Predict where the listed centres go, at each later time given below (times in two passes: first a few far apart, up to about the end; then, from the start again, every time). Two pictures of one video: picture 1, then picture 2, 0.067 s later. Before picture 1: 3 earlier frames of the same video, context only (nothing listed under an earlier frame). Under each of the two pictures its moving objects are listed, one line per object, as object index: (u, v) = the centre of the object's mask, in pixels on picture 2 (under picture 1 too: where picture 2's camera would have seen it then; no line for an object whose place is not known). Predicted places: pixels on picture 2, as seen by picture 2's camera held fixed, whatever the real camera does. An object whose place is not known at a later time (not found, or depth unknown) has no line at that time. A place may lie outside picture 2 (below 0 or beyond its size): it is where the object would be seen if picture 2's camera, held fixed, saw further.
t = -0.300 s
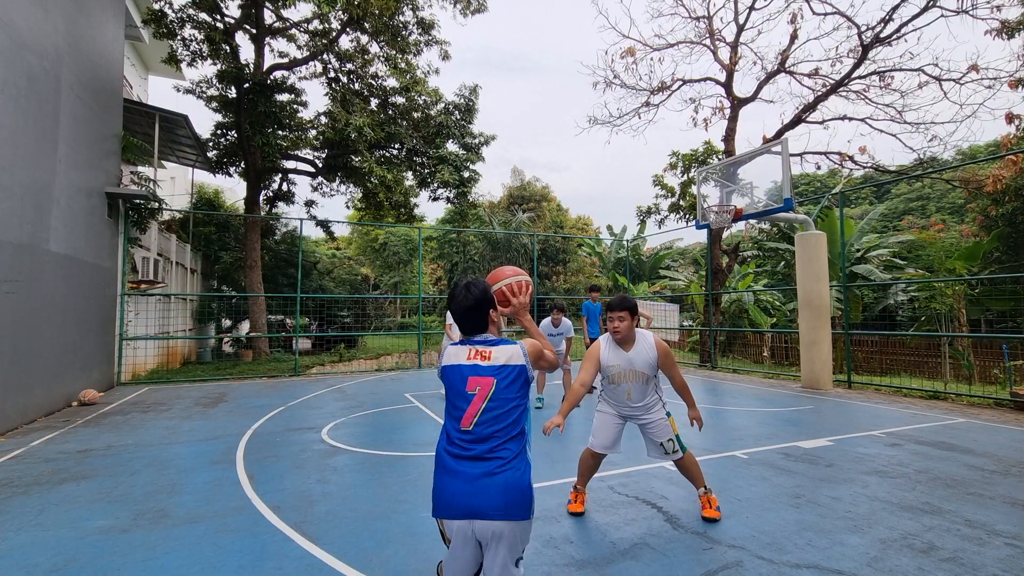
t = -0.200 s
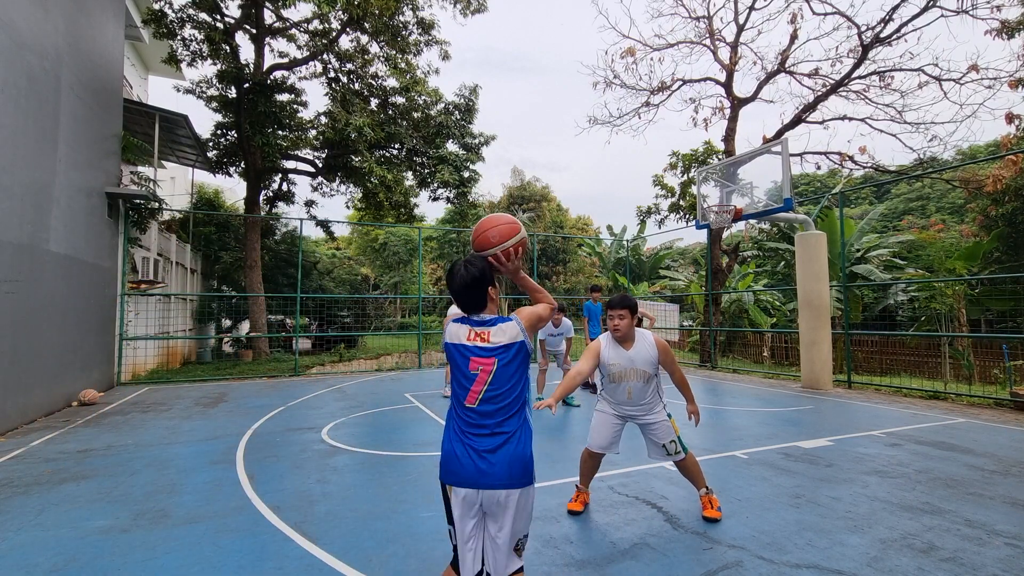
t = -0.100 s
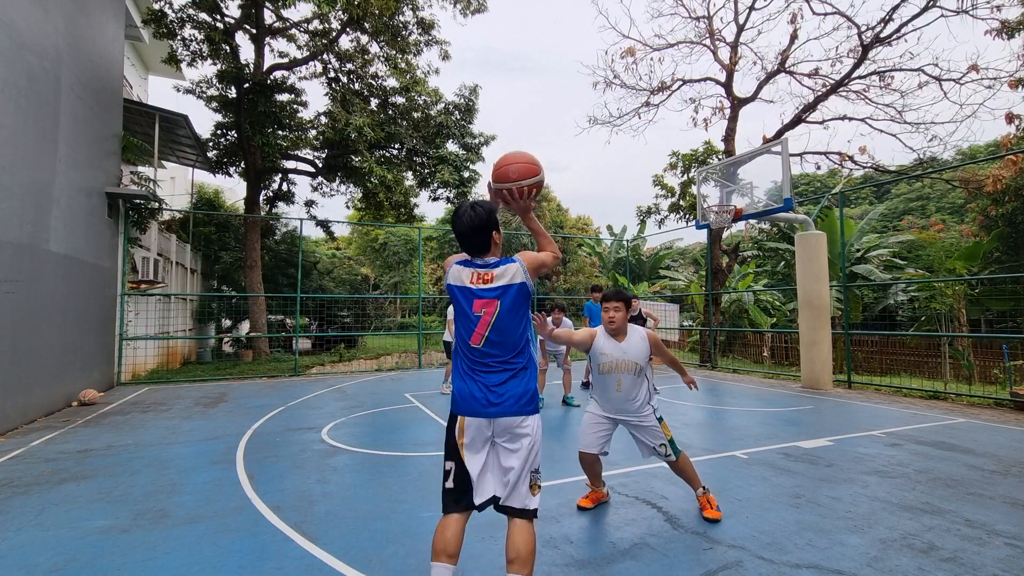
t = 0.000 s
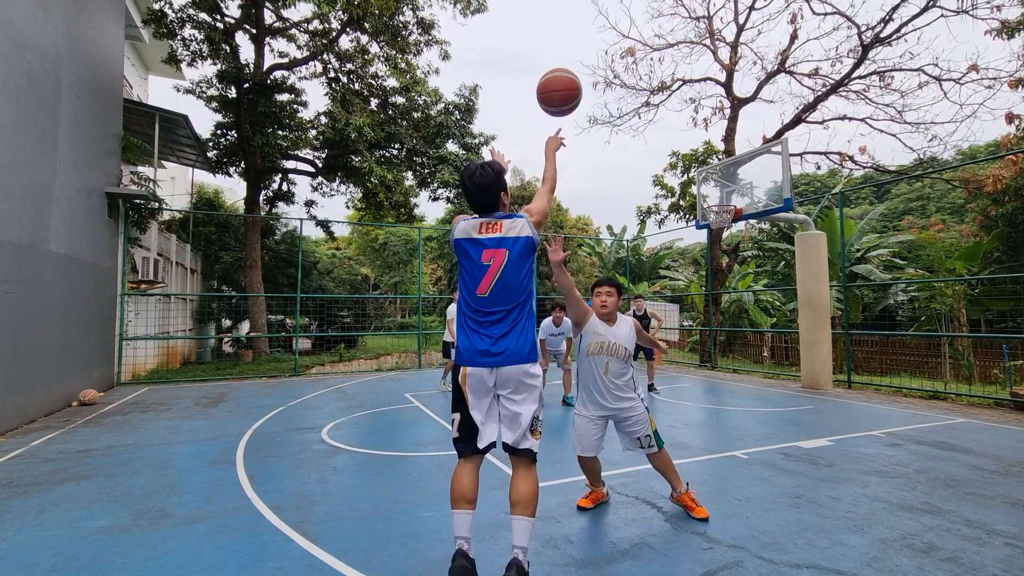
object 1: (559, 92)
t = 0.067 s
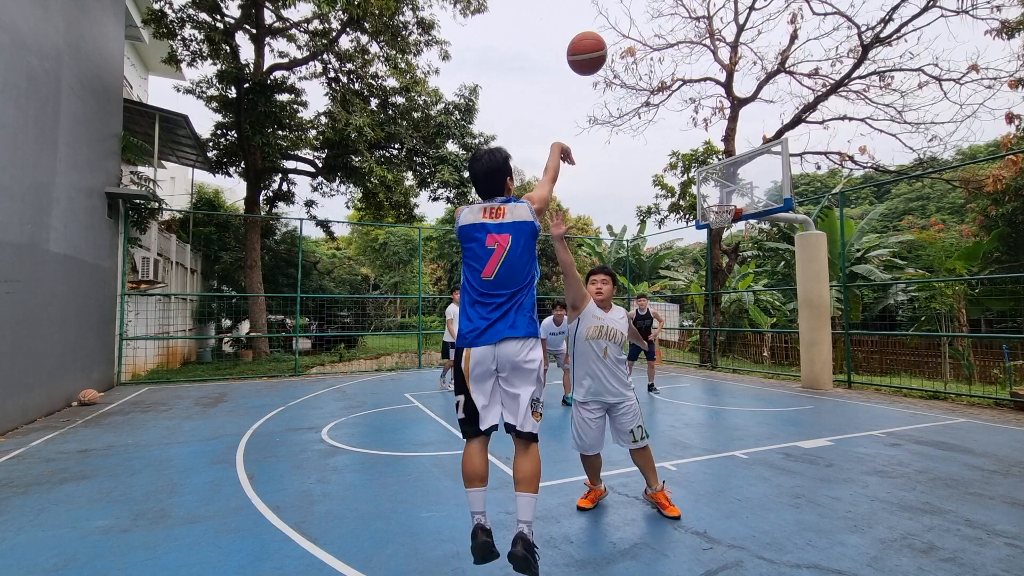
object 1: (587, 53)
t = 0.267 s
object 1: (641, 12)
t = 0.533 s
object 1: (683, 28)
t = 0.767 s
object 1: (707, 80)
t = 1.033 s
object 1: (727, 162)
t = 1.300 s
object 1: (701, 181)
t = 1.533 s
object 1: (651, 175)
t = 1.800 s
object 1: (596, 208)
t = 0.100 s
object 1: (598, 40)
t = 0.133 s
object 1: (608, 29)
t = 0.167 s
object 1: (618, 21)
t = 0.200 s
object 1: (626, 16)
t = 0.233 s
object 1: (634, 13)
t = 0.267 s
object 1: (641, 12)
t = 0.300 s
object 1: (648, 11)
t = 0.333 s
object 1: (654, 10)
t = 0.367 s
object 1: (660, 11)
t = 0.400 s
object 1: (665, 12)
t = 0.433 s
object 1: (670, 13)
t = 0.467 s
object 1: (675, 17)
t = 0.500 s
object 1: (679, 22)
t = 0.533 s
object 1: (683, 28)
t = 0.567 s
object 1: (687, 34)
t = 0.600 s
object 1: (690, 41)
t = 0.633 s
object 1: (694, 48)
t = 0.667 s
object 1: (698, 55)
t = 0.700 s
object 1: (701, 63)
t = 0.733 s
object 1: (704, 71)
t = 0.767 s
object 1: (707, 80)
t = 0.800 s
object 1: (710, 89)
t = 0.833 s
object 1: (713, 99)
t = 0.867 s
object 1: (715, 109)
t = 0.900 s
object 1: (718, 119)
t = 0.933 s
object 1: (720, 129)
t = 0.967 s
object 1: (723, 139)
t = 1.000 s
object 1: (725, 151)
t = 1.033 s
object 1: (727, 162)
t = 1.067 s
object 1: (729, 173)
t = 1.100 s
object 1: (731, 185)
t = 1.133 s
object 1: (733, 195)
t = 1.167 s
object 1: (730, 199)
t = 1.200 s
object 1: (723, 195)
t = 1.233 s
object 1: (716, 190)
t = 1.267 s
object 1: (709, 185)
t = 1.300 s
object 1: (701, 181)
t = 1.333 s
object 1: (694, 178)
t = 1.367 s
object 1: (687, 177)
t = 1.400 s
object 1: (680, 175)
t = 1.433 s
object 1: (673, 173)
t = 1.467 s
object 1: (666, 173)
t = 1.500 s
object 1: (659, 174)
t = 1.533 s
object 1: (651, 175)
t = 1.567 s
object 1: (645, 177)
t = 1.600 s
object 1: (638, 179)
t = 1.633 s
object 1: (631, 182)
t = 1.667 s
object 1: (624, 186)
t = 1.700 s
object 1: (617, 190)
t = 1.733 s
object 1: (610, 196)
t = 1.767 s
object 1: (602, 202)
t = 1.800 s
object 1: (596, 208)
